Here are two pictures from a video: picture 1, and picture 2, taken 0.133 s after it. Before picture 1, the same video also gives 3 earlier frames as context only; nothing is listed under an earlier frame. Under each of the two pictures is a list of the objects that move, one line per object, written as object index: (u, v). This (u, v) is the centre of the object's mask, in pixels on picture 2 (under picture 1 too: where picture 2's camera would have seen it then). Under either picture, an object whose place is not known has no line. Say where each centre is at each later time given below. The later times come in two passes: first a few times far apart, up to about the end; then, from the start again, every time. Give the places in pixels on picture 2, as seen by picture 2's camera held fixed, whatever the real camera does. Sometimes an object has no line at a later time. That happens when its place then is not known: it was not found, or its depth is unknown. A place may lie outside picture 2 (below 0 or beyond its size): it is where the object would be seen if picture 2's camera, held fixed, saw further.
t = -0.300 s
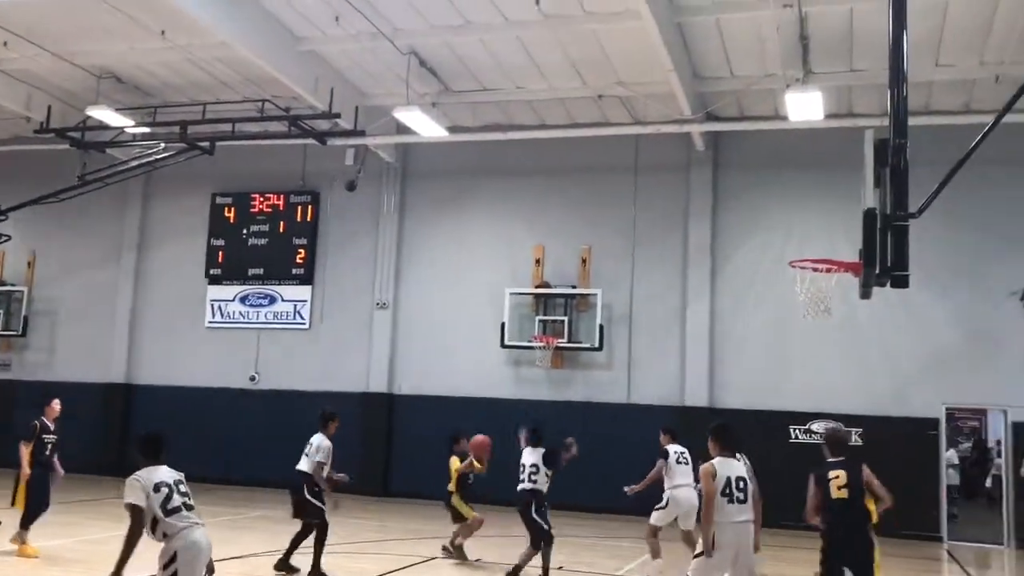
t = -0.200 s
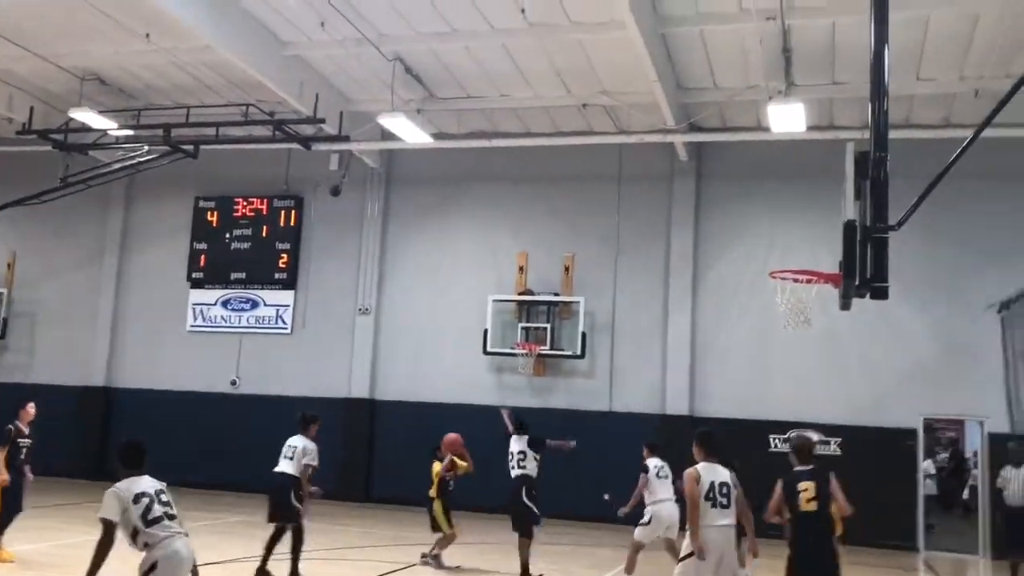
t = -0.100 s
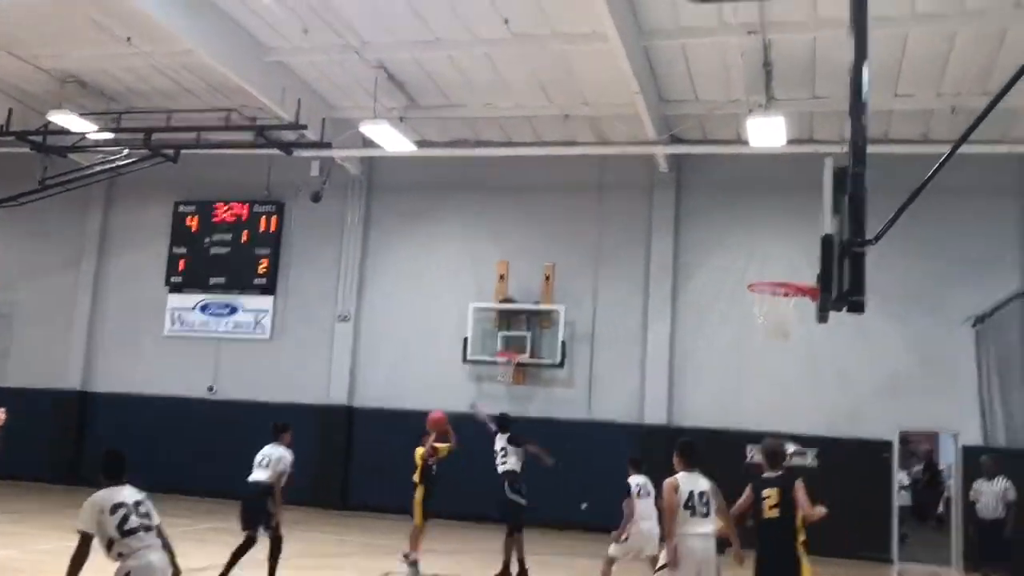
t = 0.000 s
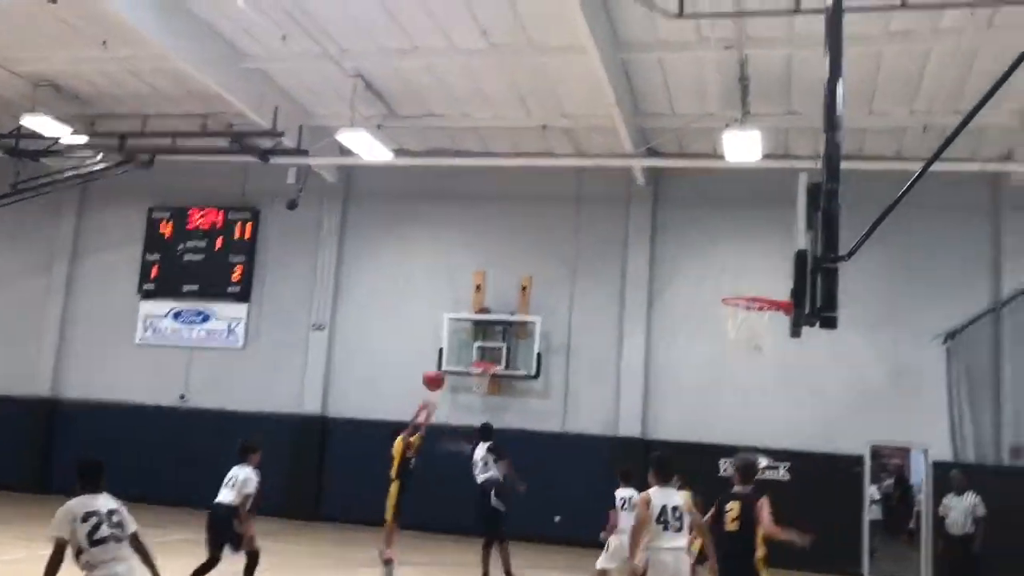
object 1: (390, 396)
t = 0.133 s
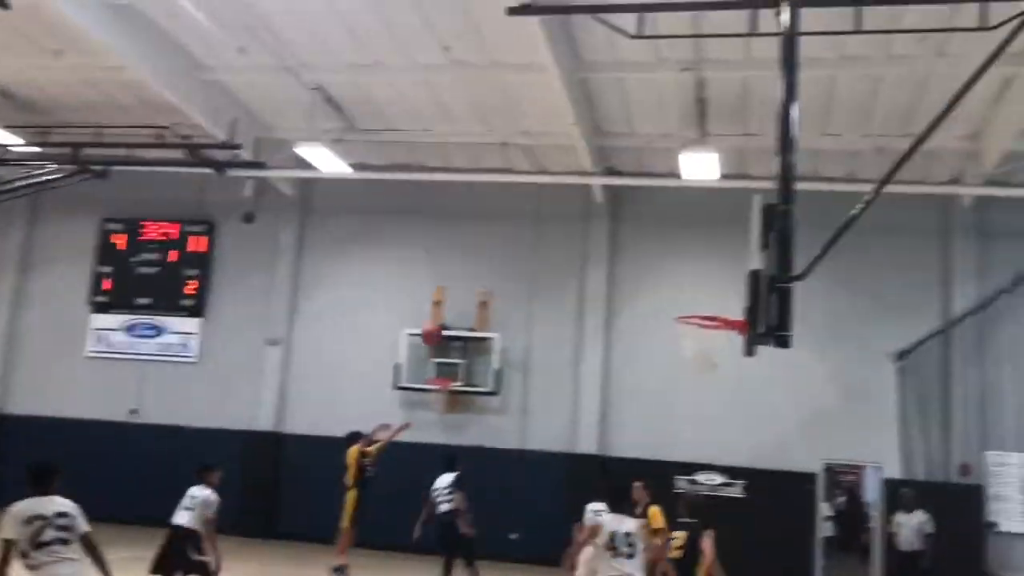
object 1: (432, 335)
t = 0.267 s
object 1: (471, 287)
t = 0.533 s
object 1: (552, 237)
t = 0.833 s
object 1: (645, 256)
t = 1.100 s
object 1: (723, 345)
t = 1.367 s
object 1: (735, 401)
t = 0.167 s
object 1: (441, 320)
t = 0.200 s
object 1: (453, 309)
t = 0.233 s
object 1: (461, 298)
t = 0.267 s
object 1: (471, 287)
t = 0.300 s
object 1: (482, 278)
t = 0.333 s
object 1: (491, 270)
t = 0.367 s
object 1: (502, 262)
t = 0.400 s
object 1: (512, 255)
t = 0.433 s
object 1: (521, 249)
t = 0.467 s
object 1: (532, 244)
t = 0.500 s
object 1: (542, 240)
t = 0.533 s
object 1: (552, 237)
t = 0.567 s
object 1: (562, 235)
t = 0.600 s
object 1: (572, 234)
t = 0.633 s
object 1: (582, 234)
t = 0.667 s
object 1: (592, 235)
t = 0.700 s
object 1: (602, 237)
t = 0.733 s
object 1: (613, 240)
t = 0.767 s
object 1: (623, 244)
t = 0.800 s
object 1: (633, 250)
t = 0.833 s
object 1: (645, 256)
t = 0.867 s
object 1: (654, 265)
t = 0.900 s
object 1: (668, 275)
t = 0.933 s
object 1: (678, 285)
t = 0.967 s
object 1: (690, 296)
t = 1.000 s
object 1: (701, 306)
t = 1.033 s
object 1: (707, 324)
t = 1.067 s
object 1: (718, 339)
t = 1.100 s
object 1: (723, 345)
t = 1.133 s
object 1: (725, 349)
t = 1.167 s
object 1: (727, 358)
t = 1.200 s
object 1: (729, 360)
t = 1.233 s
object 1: (730, 365)
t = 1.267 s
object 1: (732, 372)
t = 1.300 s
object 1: (733, 381)
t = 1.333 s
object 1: (735, 389)
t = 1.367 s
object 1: (735, 401)
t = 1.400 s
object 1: (736, 413)
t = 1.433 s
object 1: (737, 428)
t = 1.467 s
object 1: (738, 442)
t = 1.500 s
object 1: (740, 460)
